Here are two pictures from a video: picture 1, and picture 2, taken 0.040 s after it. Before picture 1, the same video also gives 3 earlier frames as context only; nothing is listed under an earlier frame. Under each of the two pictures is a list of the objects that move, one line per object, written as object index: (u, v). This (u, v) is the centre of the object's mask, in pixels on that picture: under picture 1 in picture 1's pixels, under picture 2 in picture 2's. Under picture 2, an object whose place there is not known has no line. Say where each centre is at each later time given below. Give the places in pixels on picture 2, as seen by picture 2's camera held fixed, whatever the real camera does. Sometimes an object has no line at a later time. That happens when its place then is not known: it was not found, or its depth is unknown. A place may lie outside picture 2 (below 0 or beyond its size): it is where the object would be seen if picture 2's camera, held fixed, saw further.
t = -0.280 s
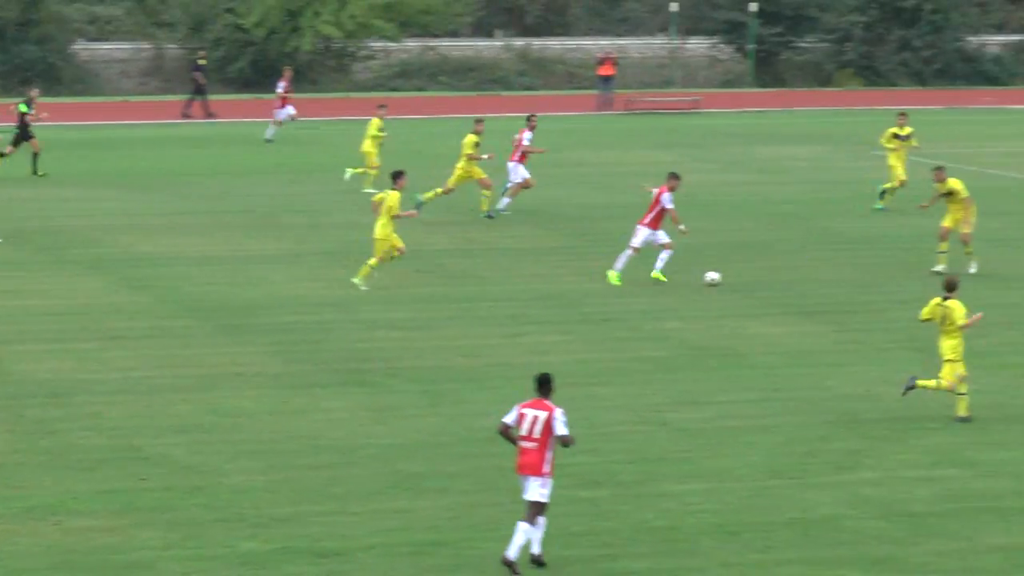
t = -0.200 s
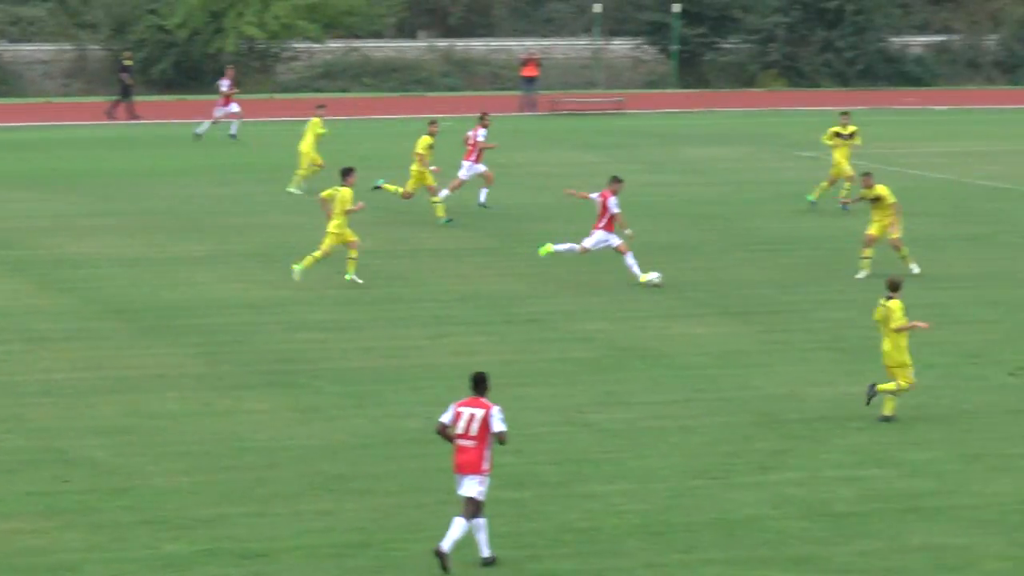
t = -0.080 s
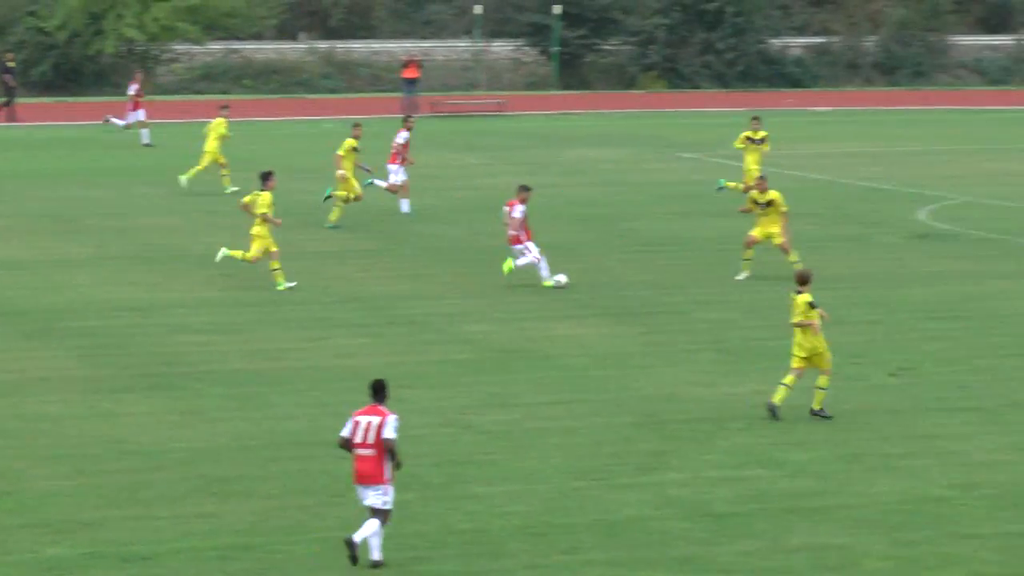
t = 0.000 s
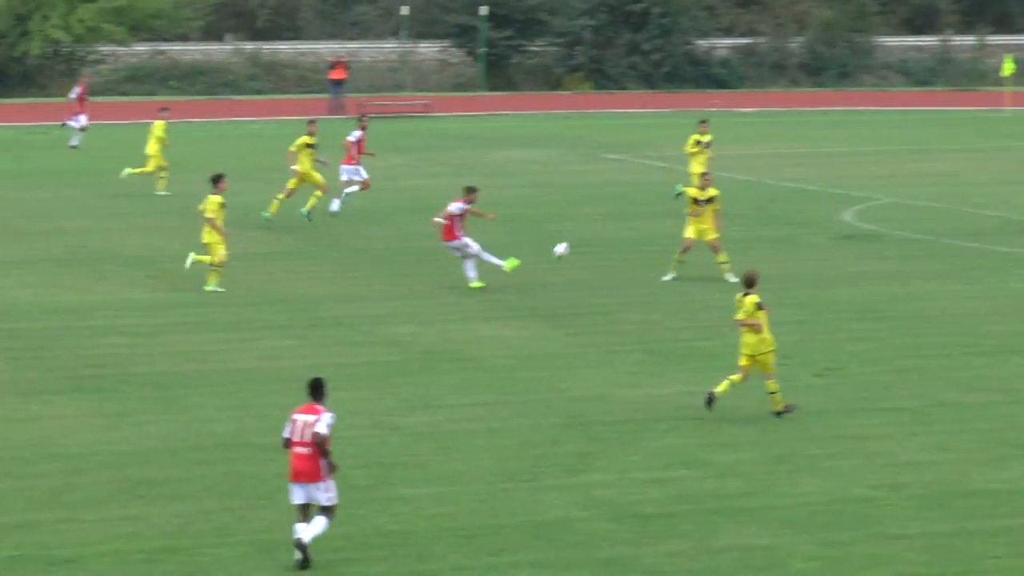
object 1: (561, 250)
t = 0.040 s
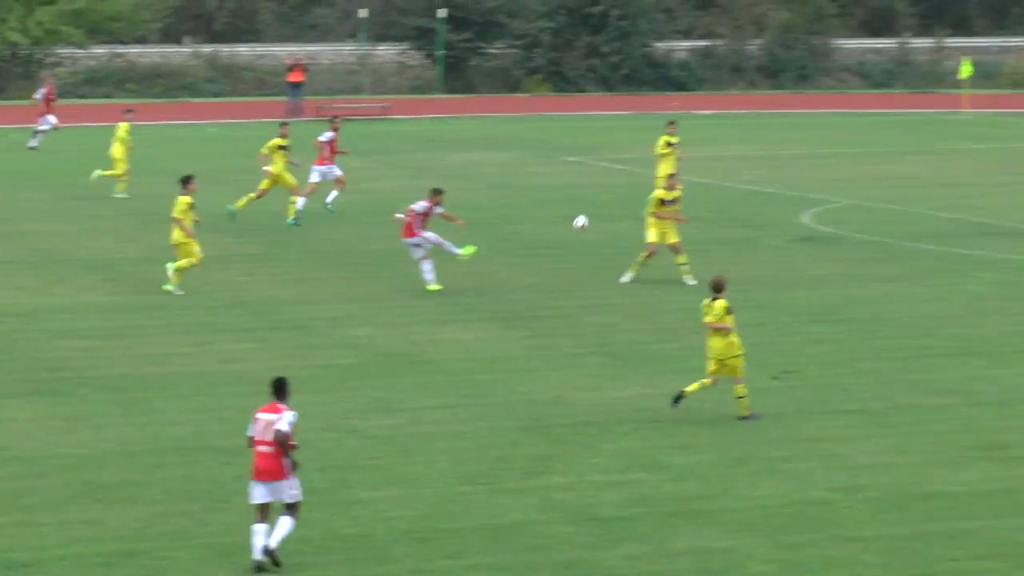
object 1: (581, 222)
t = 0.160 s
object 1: (756, 140)
